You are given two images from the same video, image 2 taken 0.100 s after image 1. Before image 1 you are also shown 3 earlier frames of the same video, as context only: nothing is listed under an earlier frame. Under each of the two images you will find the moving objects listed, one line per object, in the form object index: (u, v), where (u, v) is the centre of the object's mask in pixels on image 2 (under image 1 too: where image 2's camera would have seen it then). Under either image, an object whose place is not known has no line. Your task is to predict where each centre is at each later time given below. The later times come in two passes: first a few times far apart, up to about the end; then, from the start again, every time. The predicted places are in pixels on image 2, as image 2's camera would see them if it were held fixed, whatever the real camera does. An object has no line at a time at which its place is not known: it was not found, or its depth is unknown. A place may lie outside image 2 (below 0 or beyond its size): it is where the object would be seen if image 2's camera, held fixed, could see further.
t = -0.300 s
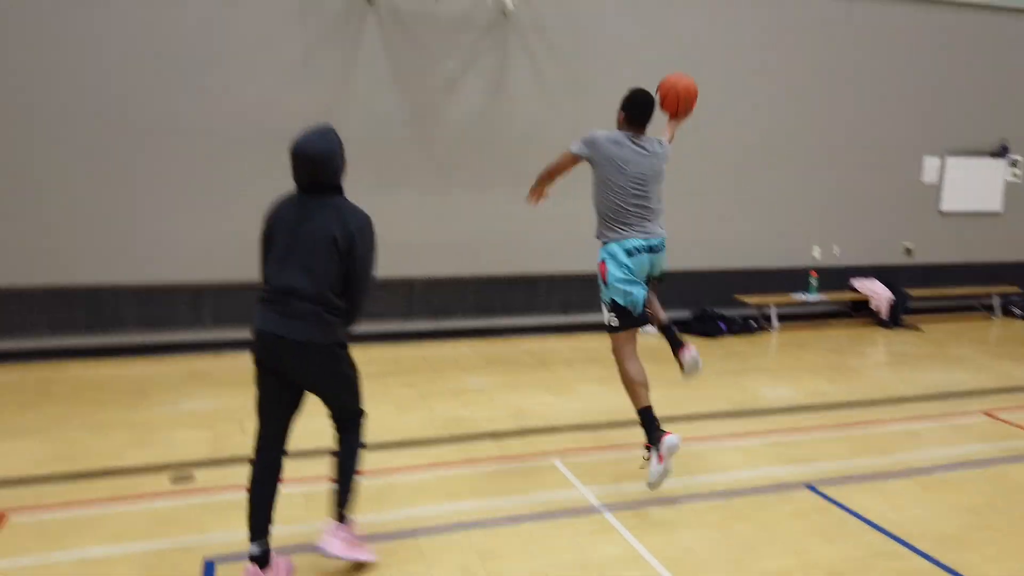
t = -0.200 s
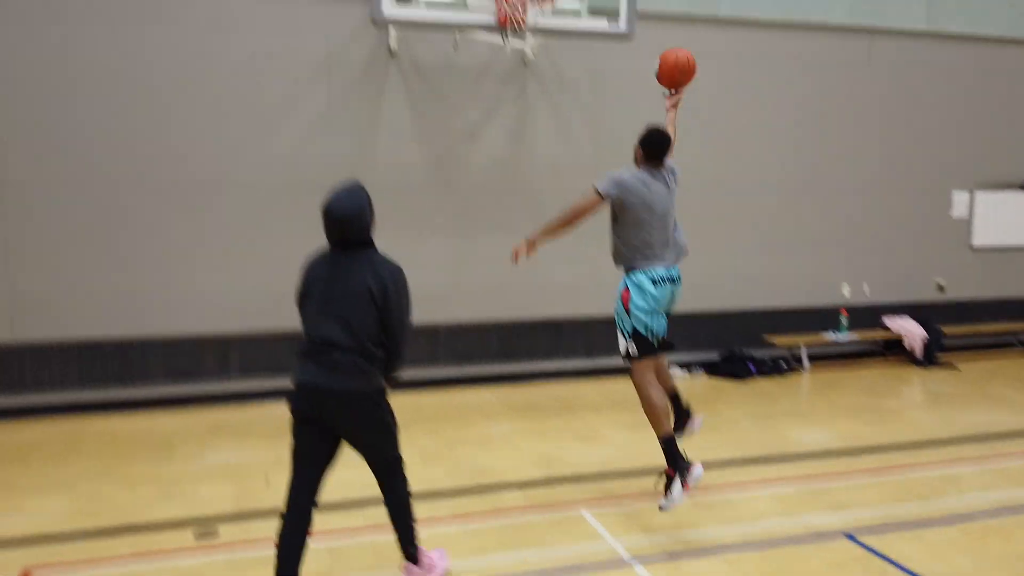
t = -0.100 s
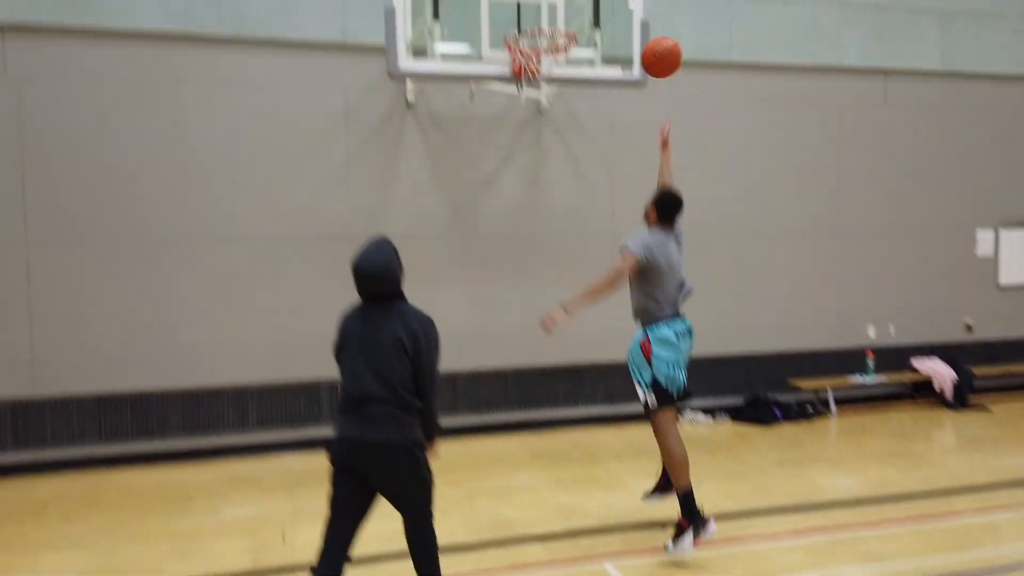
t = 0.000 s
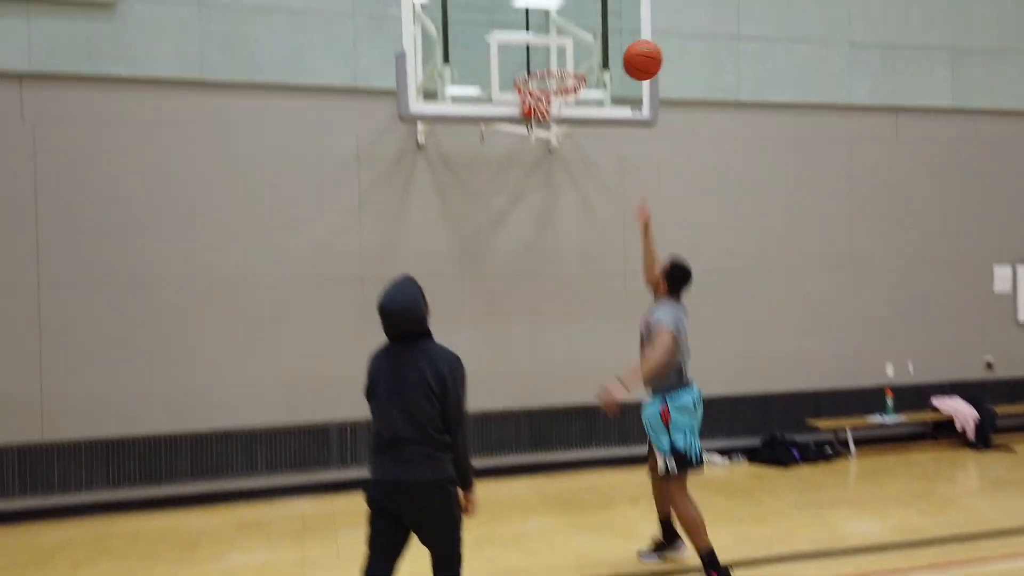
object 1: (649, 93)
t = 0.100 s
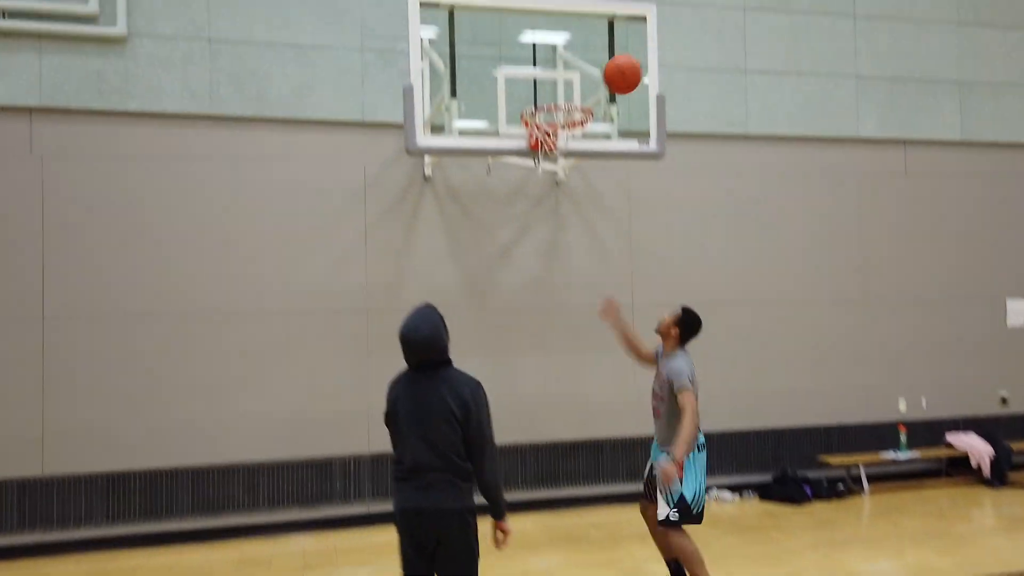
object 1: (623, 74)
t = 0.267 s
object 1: (580, 78)
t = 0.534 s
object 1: (538, 152)
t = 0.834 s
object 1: (568, 250)
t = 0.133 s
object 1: (614, 72)
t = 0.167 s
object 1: (605, 71)
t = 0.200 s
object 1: (597, 72)
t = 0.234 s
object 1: (589, 74)
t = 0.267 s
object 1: (580, 78)
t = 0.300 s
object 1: (573, 84)
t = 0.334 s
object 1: (565, 90)
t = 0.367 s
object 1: (557, 95)
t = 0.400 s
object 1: (548, 106)
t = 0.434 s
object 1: (546, 121)
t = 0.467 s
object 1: (539, 135)
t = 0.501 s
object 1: (538, 143)
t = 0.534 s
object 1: (538, 152)
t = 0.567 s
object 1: (540, 158)
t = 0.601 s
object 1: (543, 163)
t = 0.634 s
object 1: (547, 171)
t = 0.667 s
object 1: (551, 180)
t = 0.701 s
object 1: (554, 191)
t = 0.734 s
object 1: (557, 203)
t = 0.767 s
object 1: (561, 217)
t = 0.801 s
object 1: (565, 232)
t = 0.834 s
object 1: (568, 250)
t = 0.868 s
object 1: (571, 270)
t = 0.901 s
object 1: (575, 291)
